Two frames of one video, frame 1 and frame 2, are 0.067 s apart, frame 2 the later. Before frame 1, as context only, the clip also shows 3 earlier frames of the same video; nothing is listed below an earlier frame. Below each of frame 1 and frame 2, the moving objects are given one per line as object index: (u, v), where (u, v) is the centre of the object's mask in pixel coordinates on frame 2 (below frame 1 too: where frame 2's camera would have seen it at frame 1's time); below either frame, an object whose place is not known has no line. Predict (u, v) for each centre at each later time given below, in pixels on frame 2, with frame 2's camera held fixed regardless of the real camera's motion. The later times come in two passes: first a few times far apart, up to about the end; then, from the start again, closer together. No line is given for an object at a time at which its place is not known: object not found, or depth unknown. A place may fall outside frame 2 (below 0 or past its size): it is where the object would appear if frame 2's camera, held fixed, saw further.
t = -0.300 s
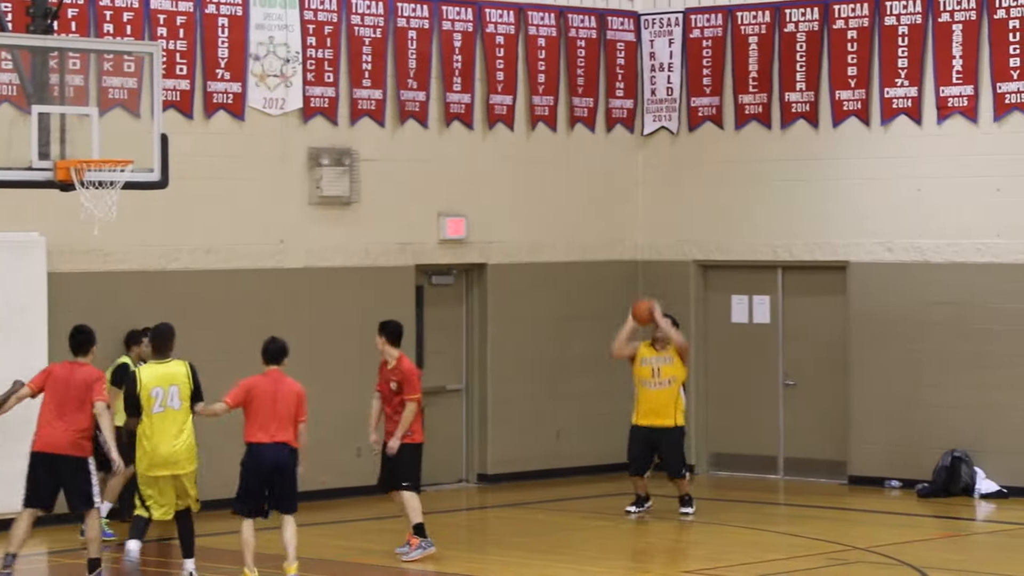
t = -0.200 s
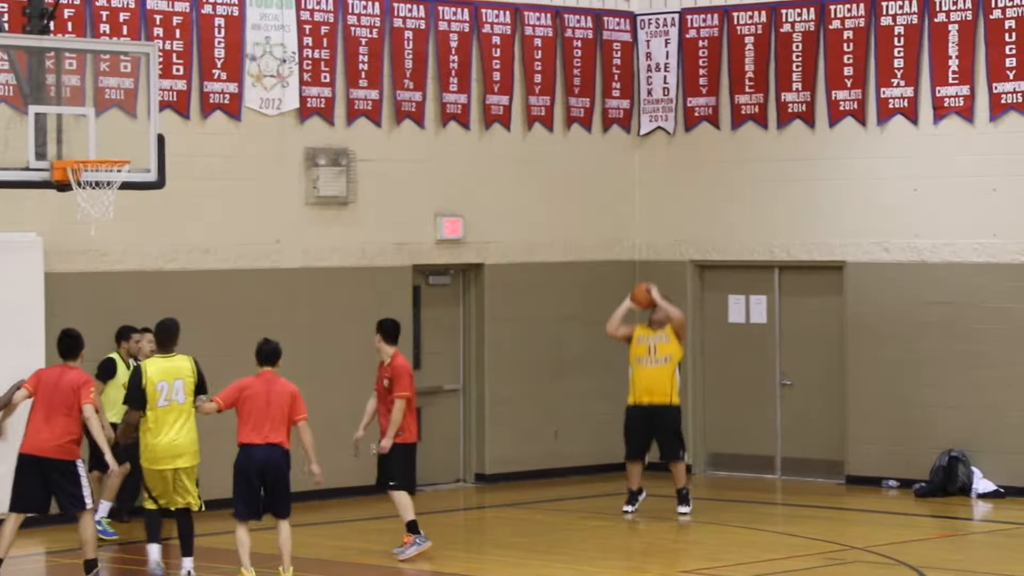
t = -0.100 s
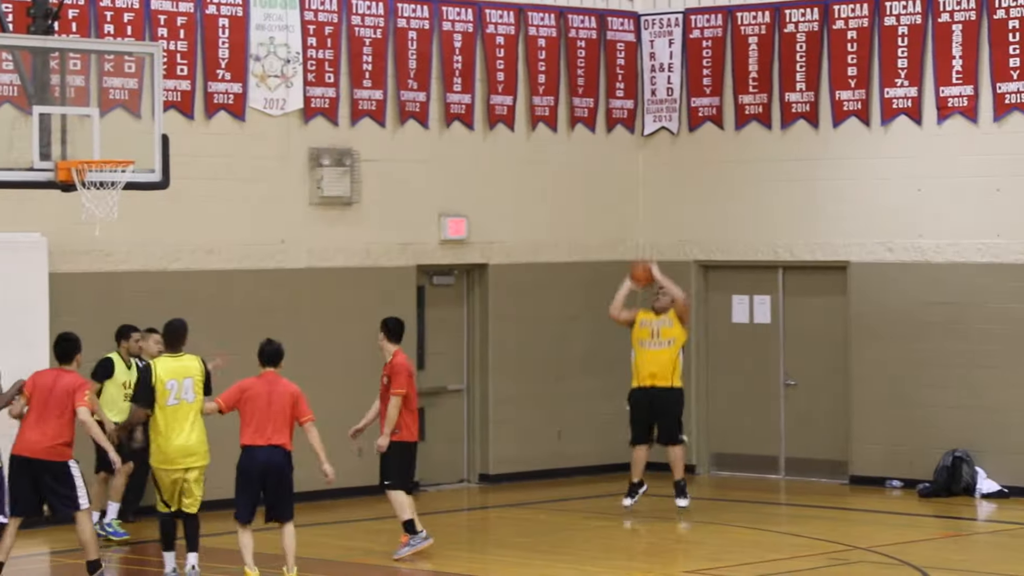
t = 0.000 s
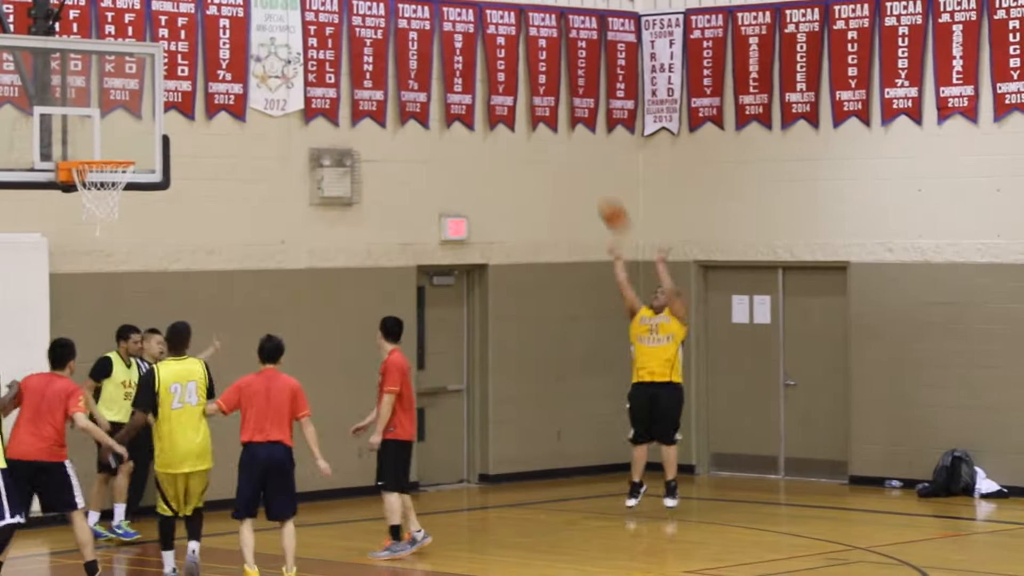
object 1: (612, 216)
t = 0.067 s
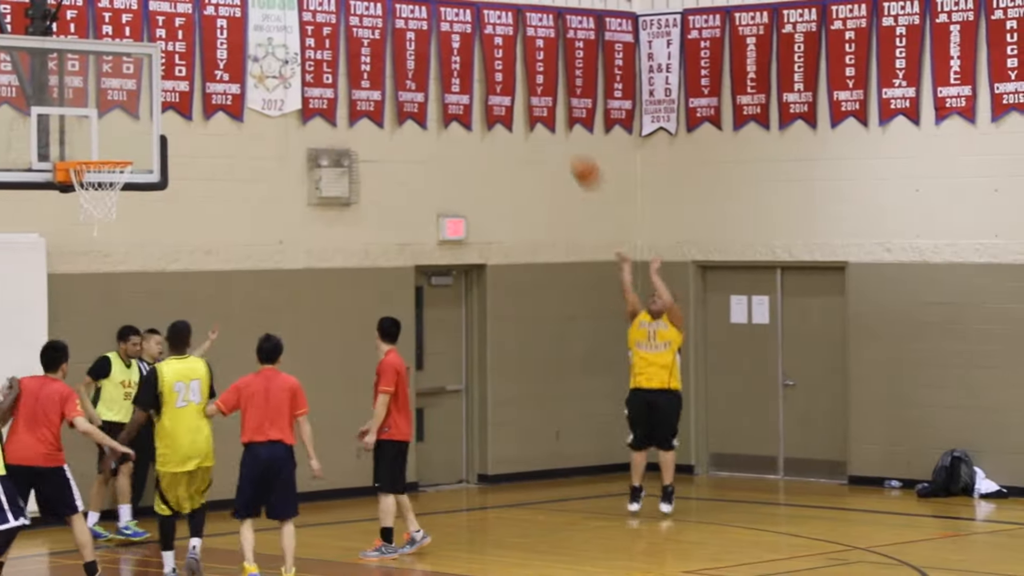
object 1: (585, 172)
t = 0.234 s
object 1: (517, 82)
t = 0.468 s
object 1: (417, 7)
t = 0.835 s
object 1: (246, 7)
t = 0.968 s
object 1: (182, 47)
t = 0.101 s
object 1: (573, 152)
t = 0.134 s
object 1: (559, 133)
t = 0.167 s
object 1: (546, 116)
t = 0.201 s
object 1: (531, 97)
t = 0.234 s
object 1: (517, 82)
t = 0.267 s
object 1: (503, 66)
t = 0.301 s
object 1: (489, 52)
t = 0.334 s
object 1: (476, 40)
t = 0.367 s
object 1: (462, 30)
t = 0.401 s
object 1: (446, 18)
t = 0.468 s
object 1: (417, 7)
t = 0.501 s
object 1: (402, 4)
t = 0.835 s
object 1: (246, 7)
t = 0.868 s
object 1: (234, 13)
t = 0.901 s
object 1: (217, 24)
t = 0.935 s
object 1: (199, 32)
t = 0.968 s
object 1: (182, 47)
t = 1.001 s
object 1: (166, 64)
